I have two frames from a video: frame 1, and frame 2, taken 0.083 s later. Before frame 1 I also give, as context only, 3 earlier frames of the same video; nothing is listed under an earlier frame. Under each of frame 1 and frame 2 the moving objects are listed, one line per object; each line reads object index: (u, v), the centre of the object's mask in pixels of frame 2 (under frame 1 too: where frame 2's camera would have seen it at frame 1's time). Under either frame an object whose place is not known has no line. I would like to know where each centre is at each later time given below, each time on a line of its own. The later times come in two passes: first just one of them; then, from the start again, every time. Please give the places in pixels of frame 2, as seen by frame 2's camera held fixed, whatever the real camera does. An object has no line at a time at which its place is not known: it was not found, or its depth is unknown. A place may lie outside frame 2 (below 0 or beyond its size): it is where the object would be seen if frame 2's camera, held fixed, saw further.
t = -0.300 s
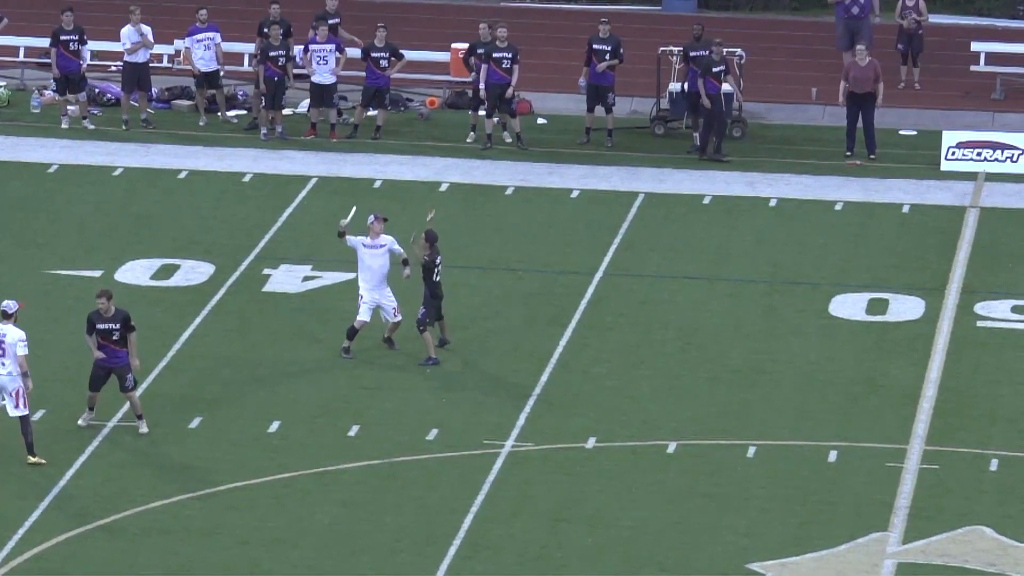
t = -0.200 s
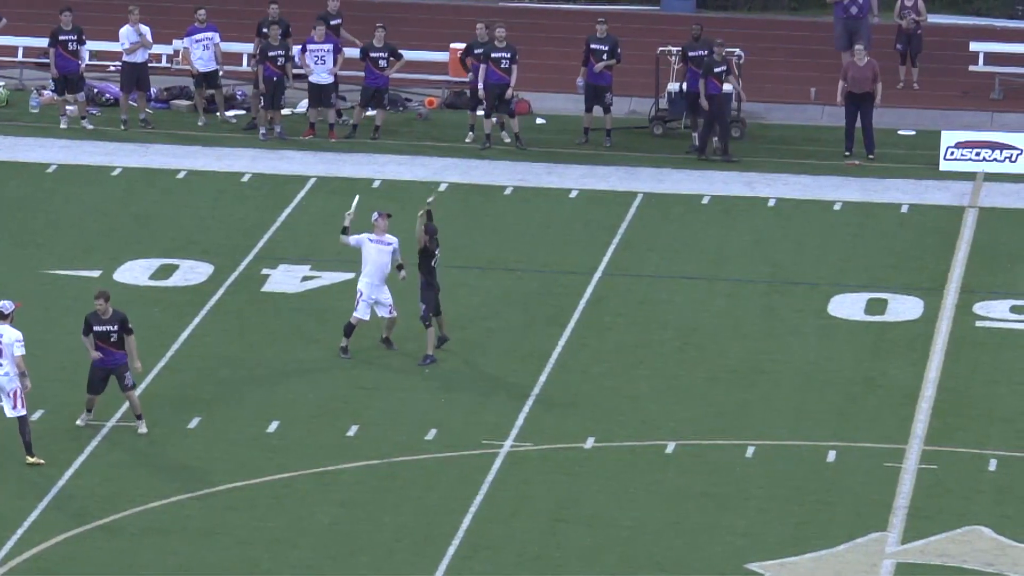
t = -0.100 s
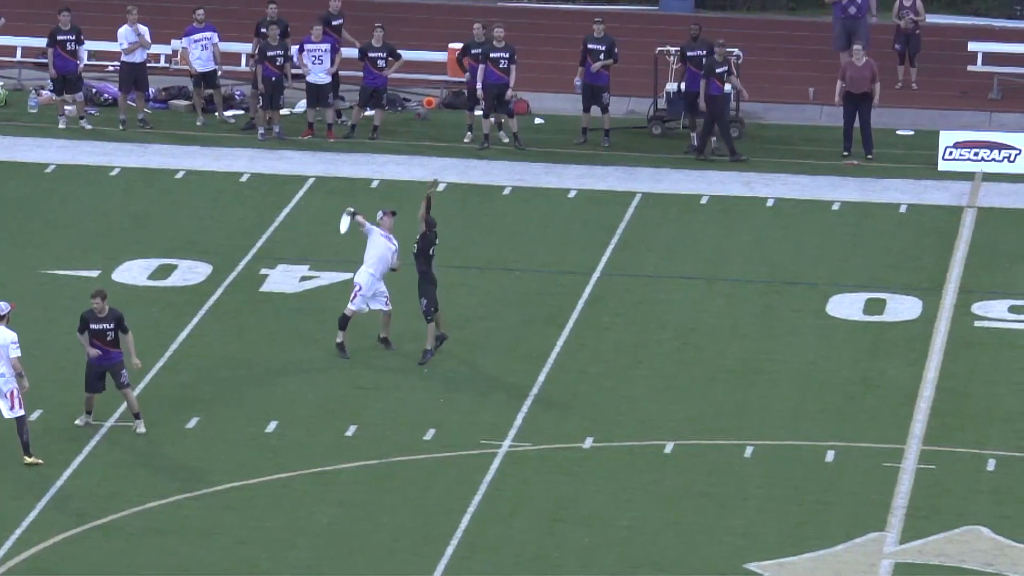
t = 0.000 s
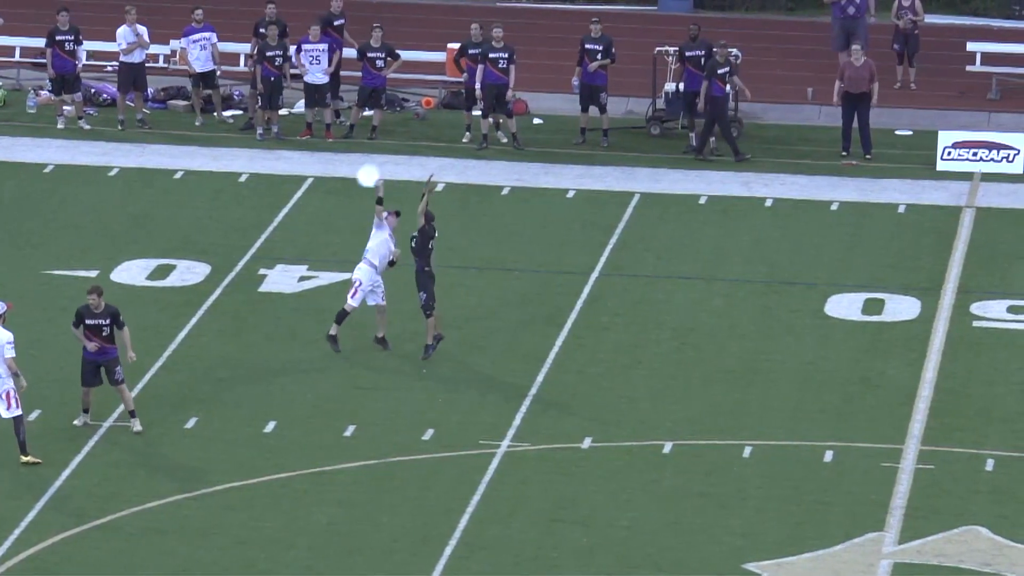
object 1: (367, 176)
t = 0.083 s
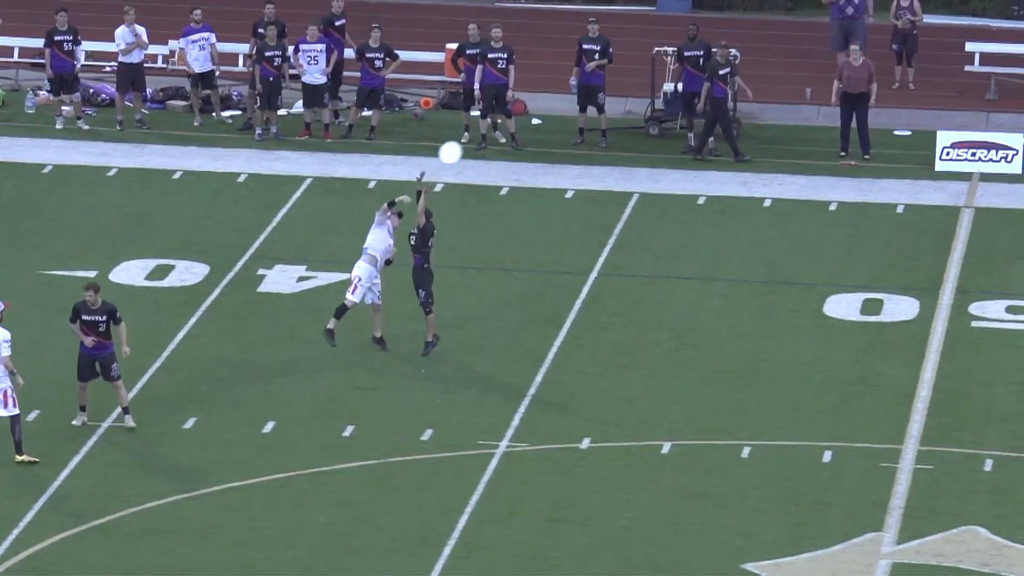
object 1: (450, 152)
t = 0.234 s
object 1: (599, 120)
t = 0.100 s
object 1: (467, 148)
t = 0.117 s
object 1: (484, 145)
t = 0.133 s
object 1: (500, 141)
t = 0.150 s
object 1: (517, 138)
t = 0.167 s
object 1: (534, 134)
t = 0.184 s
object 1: (550, 131)
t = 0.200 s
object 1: (567, 127)
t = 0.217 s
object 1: (583, 124)
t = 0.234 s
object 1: (599, 120)
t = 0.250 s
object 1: (616, 117)
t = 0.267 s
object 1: (632, 114)
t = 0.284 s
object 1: (648, 111)
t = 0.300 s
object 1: (665, 107)
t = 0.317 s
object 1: (681, 104)
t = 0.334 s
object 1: (697, 101)
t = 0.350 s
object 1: (713, 98)
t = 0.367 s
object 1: (729, 95)
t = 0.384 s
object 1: (761, 90)
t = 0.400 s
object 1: (792, 85)
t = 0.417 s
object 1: (824, 78)
